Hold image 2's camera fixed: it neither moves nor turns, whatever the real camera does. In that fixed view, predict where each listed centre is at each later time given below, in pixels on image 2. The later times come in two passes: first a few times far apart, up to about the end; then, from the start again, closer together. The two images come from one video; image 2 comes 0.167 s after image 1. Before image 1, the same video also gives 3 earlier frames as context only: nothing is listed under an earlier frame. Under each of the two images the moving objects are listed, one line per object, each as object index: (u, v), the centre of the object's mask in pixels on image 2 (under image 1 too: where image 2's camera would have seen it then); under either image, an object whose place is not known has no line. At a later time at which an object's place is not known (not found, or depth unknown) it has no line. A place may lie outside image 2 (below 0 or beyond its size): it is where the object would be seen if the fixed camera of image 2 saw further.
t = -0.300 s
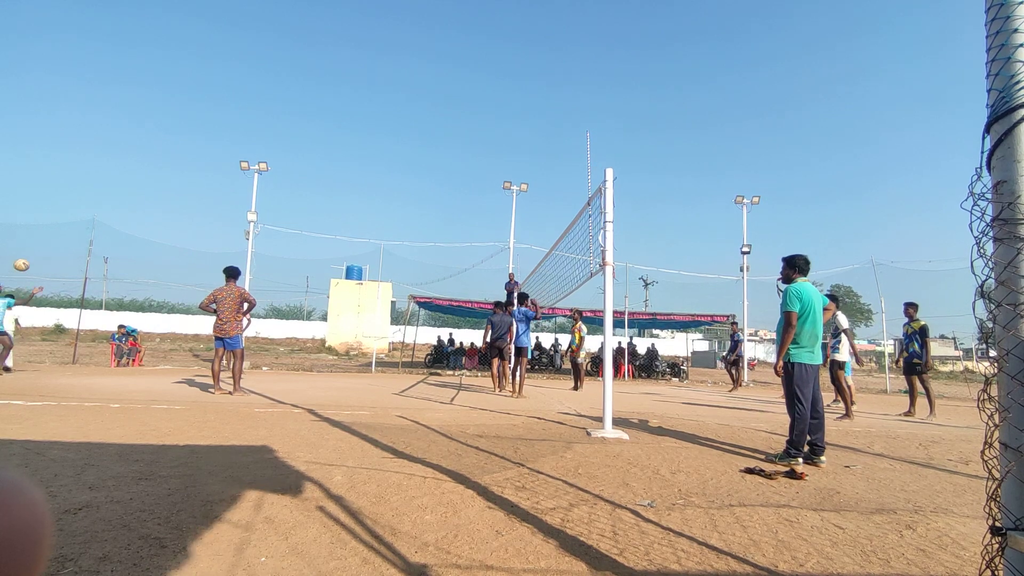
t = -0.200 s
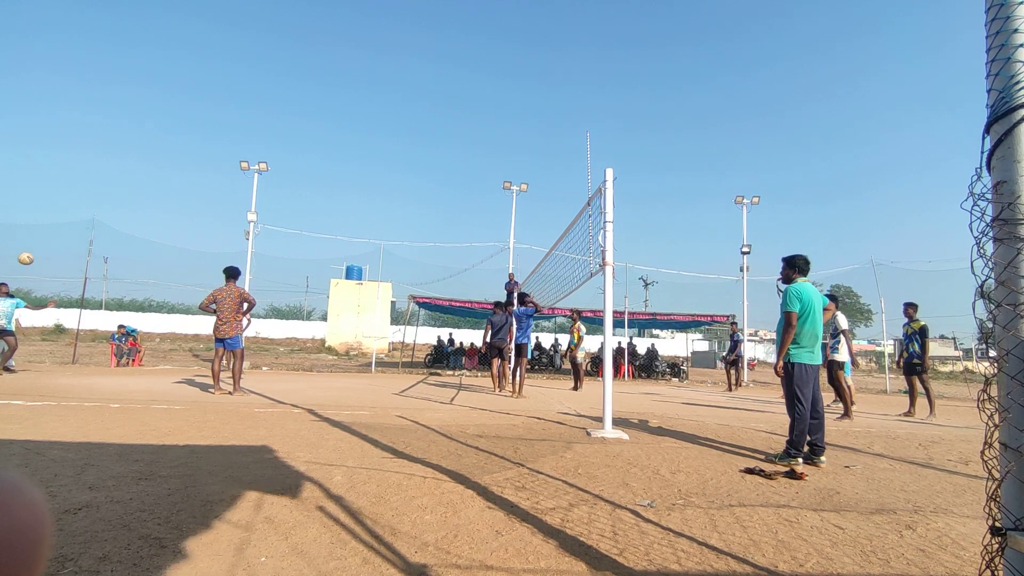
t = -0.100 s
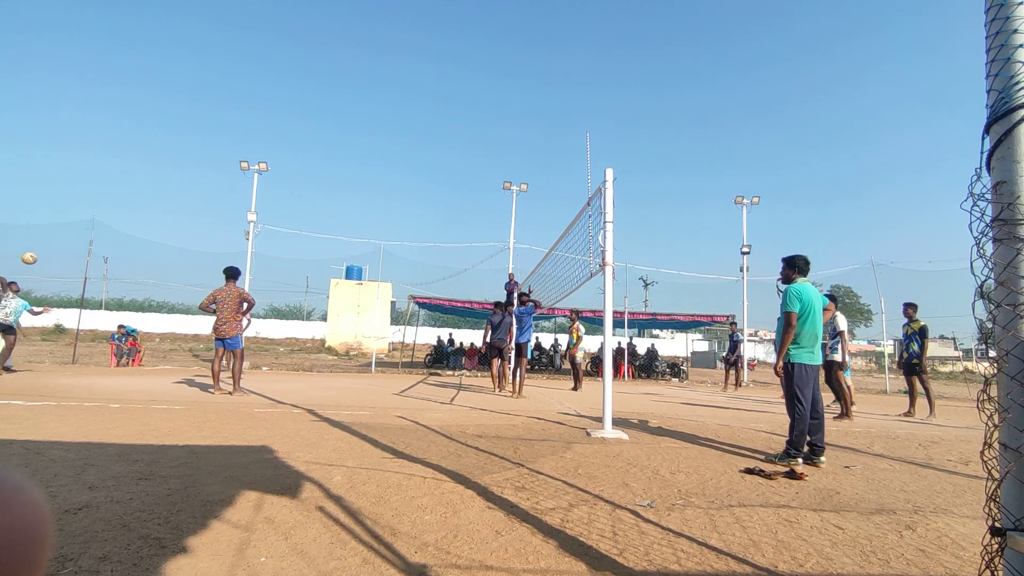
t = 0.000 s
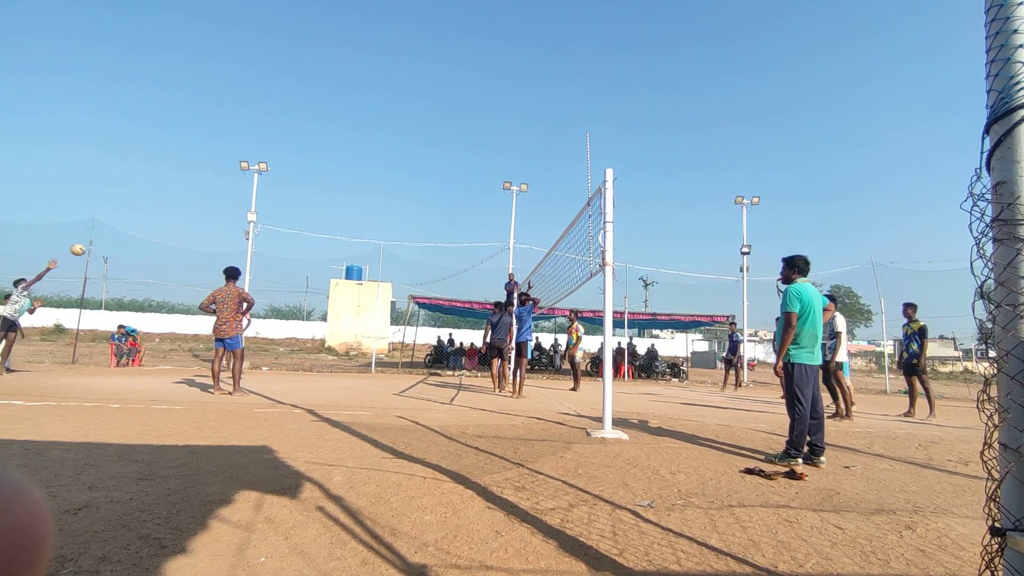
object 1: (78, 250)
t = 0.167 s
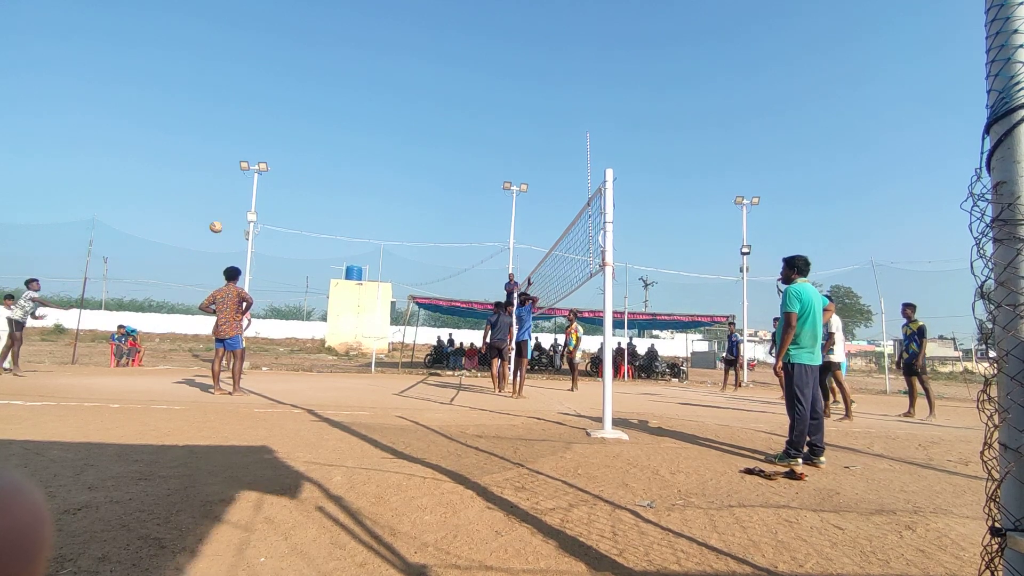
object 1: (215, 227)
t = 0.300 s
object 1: (315, 219)
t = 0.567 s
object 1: (488, 226)
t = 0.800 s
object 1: (618, 252)
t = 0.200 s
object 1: (241, 224)
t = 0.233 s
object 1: (266, 222)
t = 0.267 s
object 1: (291, 221)
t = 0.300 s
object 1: (315, 219)
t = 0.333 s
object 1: (338, 219)
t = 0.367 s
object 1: (361, 219)
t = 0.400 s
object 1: (383, 219)
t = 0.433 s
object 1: (405, 220)
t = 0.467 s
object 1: (426, 221)
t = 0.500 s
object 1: (447, 222)
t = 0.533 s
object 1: (468, 224)
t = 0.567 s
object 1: (488, 226)
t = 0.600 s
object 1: (507, 228)
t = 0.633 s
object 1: (527, 231)
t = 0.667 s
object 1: (546, 235)
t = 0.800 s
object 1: (618, 252)
